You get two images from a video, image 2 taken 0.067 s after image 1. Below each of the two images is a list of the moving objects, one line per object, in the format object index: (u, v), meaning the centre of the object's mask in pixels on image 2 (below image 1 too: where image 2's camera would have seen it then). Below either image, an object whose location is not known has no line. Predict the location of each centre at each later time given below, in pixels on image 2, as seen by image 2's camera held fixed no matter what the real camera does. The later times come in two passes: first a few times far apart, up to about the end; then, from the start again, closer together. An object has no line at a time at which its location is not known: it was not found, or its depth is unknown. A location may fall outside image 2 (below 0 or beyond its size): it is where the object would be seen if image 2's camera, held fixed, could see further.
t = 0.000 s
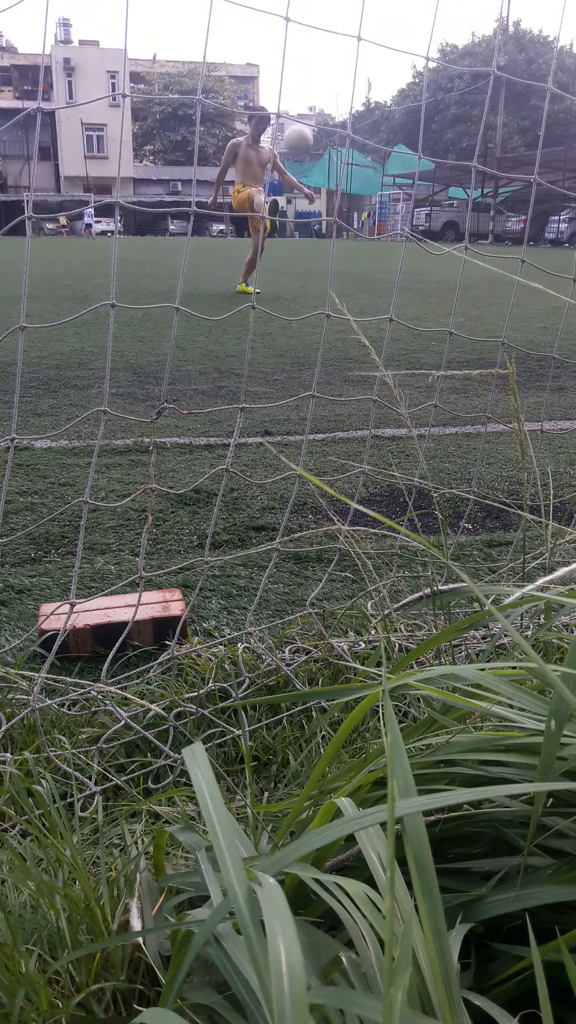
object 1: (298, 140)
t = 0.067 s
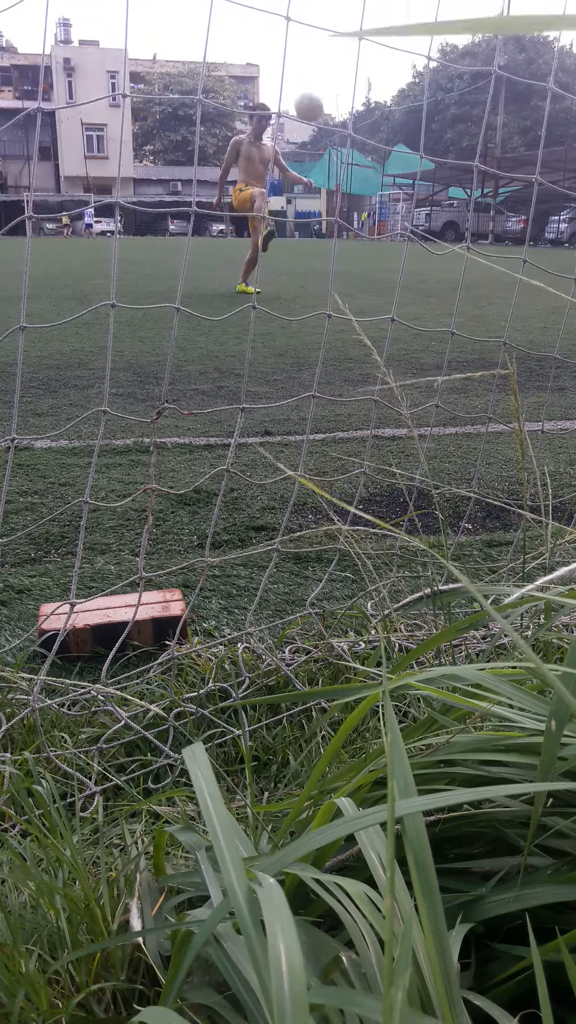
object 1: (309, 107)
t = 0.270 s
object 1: (341, 37)
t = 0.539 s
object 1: (383, 30)
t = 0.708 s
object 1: (408, 80)
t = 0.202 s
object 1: (330, 55)
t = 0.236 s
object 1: (335, 46)
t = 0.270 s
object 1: (341, 37)
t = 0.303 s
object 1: (346, 31)
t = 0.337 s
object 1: (351, 26)
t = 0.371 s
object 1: (356, 22)
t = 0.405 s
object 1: (362, 20)
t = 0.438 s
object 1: (368, 21)
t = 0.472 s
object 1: (375, 23)
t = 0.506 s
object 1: (378, 26)
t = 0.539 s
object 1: (383, 30)
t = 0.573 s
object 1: (389, 34)
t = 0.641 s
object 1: (398, 55)
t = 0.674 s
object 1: (403, 67)
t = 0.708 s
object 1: (408, 80)
